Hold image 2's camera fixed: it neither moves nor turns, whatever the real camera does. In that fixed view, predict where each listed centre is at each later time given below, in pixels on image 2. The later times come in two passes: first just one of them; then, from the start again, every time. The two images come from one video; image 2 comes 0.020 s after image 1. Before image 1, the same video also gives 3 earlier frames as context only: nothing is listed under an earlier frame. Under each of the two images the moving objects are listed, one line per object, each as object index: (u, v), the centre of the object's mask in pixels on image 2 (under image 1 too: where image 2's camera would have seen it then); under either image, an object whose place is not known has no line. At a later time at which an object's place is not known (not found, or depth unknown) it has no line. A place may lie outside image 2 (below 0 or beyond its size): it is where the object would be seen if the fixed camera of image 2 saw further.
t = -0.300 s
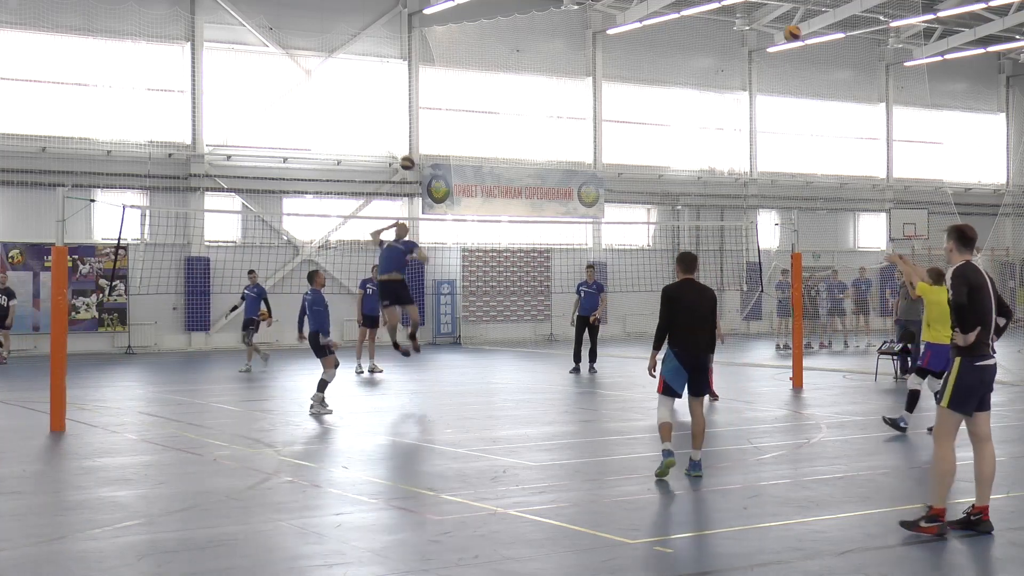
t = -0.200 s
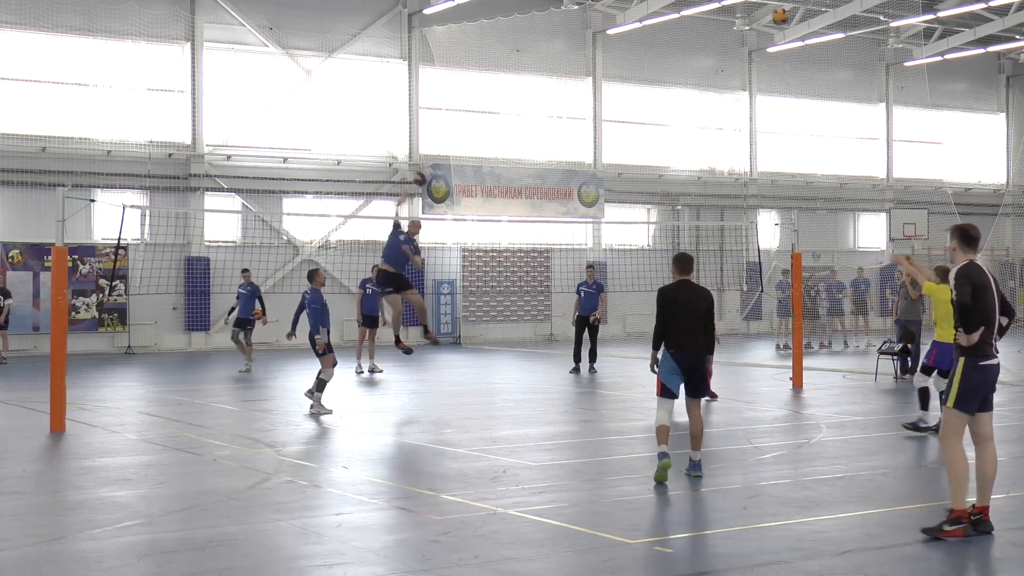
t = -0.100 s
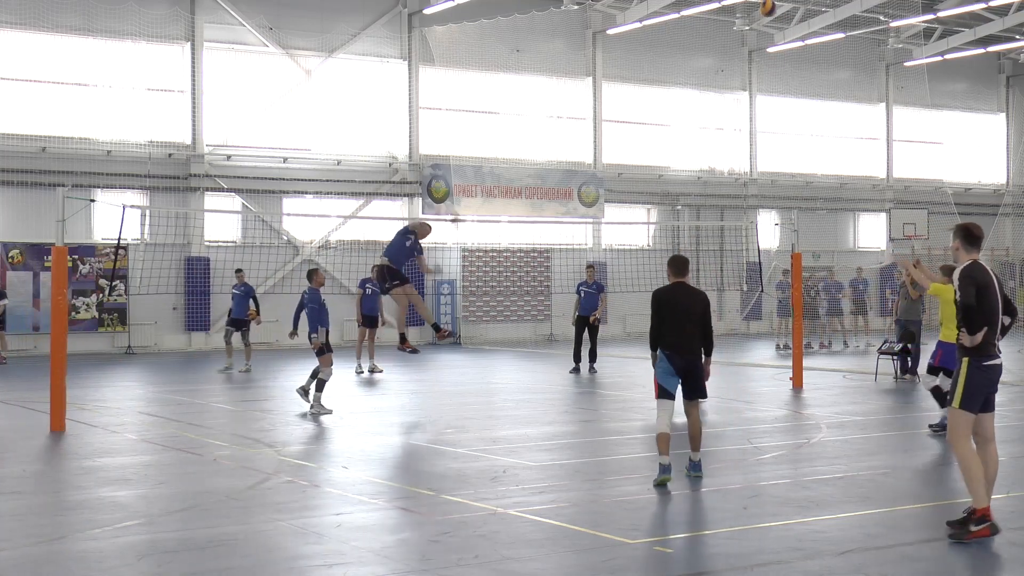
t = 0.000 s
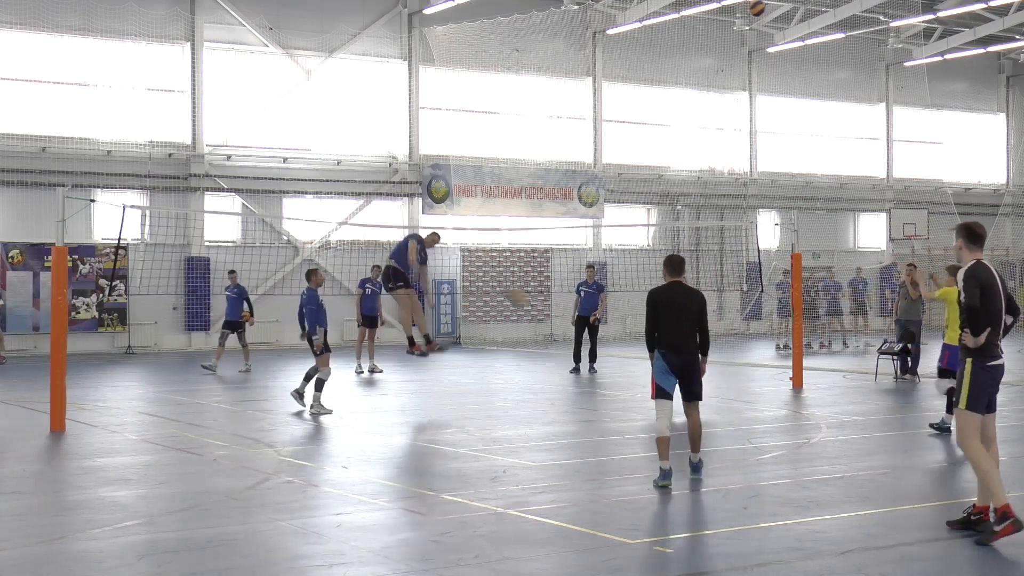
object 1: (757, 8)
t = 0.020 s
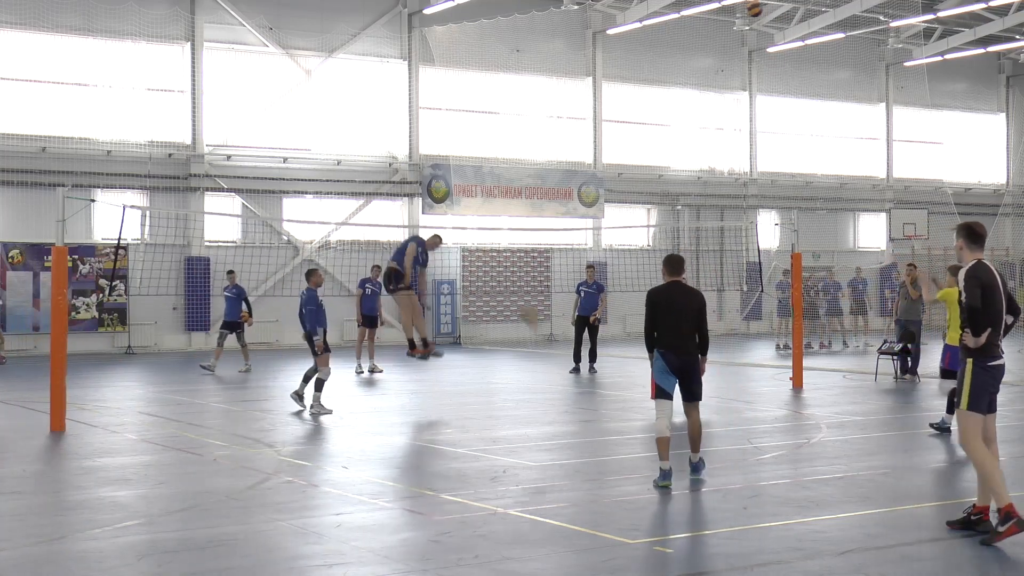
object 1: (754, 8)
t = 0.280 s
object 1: (727, 47)
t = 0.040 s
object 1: (752, 10)
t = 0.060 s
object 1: (750, 10)
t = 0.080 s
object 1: (748, 14)
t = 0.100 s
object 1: (745, 16)
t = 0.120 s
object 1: (743, 17)
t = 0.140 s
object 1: (741, 21)
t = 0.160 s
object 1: (740, 23)
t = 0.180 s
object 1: (737, 26)
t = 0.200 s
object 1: (736, 29)
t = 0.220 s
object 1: (733, 34)
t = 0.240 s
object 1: (731, 38)
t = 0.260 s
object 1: (729, 42)
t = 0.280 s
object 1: (727, 47)
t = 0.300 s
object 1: (725, 52)
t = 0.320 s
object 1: (723, 58)
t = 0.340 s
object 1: (721, 63)
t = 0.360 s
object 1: (719, 68)
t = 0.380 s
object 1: (717, 74)
